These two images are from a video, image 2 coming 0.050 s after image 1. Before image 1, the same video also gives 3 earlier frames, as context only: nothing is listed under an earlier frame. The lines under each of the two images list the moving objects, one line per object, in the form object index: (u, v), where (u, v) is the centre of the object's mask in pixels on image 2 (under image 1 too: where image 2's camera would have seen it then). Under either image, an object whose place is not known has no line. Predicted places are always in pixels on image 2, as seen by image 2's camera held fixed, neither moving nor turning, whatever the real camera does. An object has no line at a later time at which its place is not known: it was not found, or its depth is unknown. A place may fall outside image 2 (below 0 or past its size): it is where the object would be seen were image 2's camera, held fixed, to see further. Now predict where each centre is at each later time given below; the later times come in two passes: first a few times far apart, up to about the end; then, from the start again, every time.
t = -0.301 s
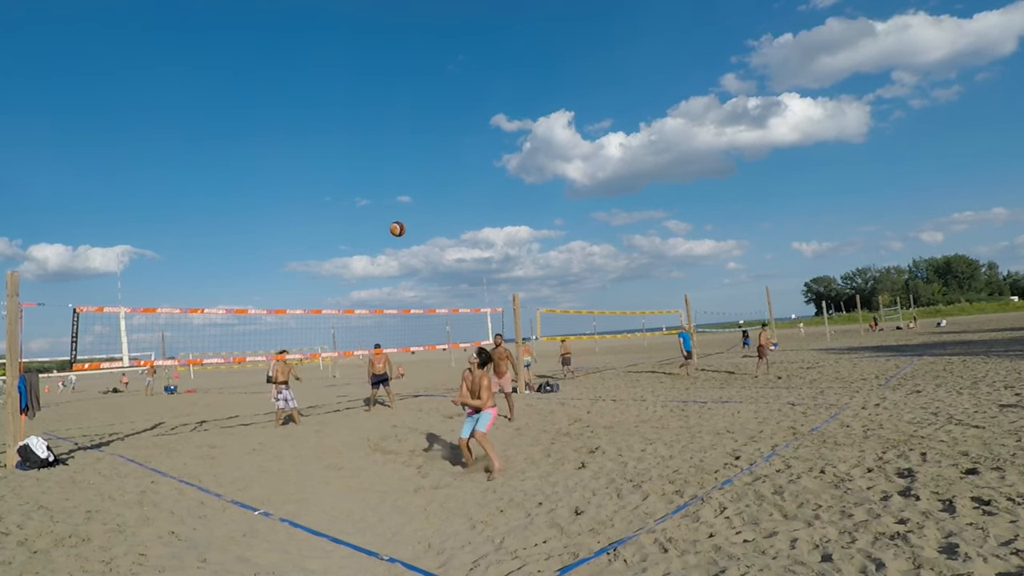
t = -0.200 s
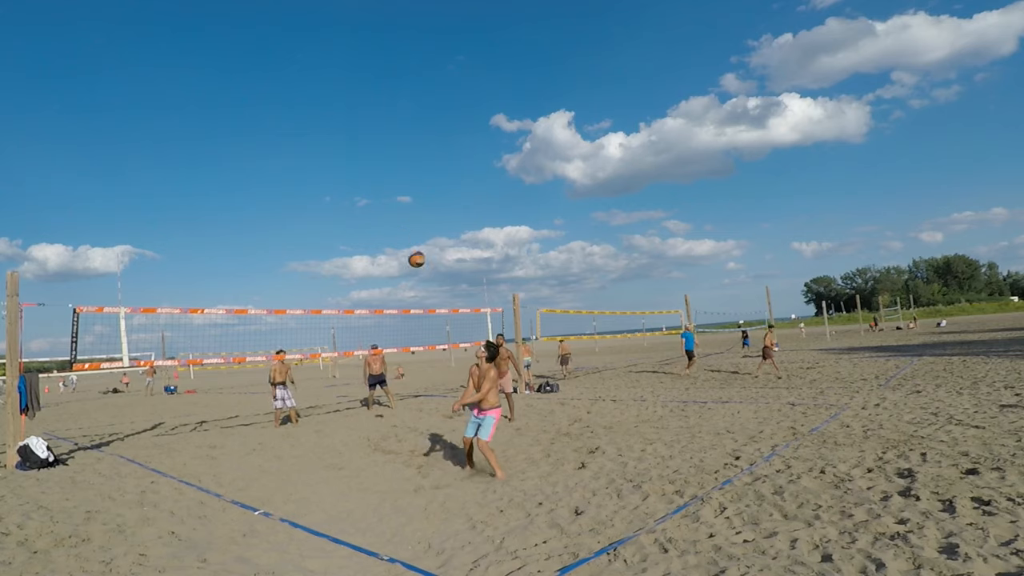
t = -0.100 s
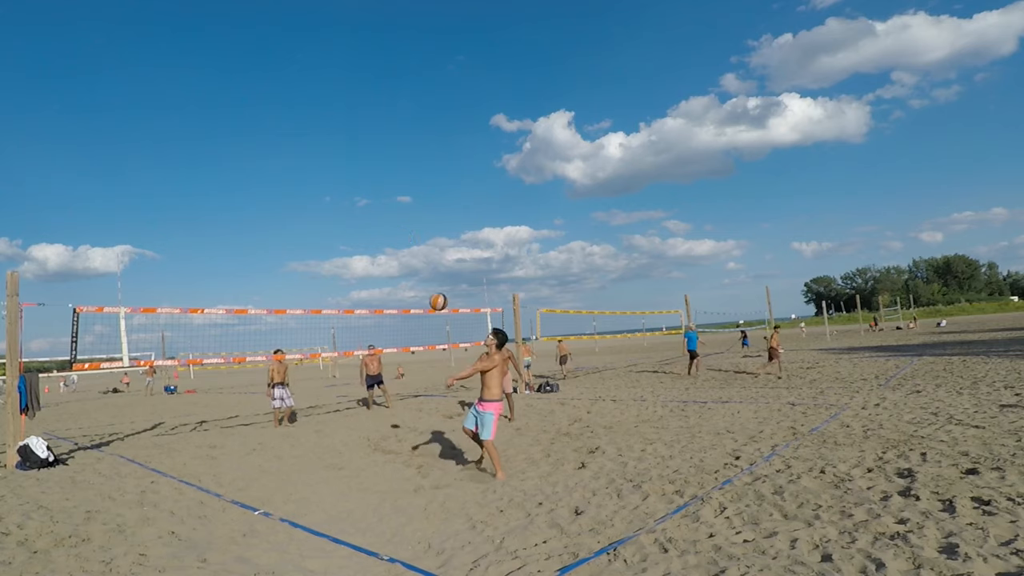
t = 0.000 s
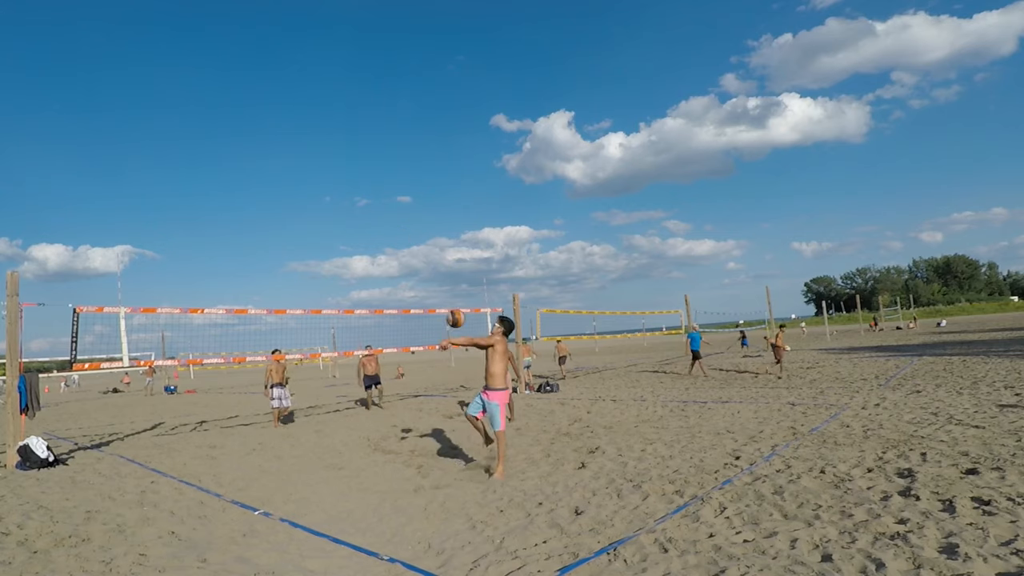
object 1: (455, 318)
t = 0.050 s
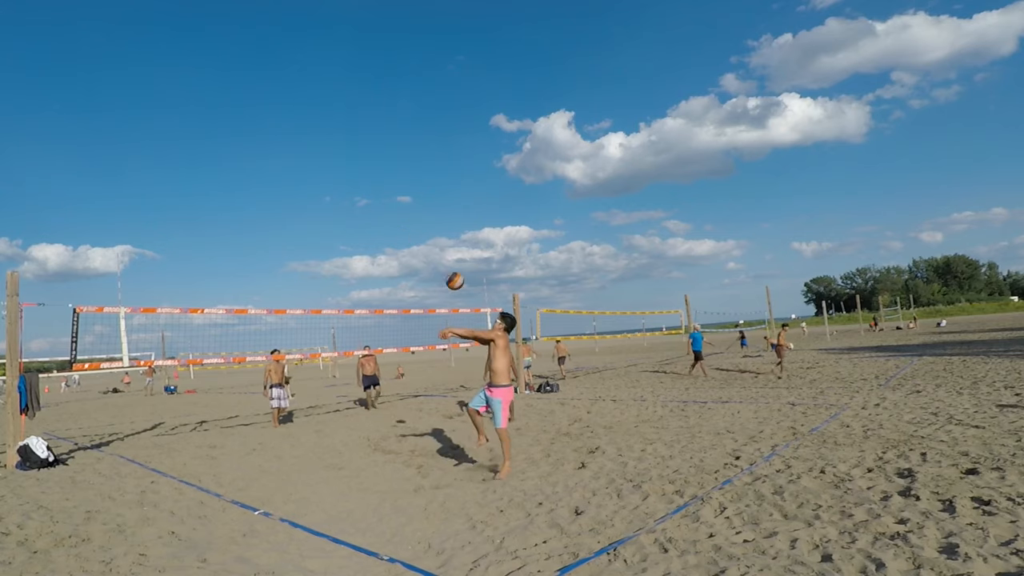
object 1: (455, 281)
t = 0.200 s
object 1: (451, 192)
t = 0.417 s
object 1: (449, 113)
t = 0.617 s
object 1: (450, 79)
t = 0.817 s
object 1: (452, 74)
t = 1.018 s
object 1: (455, 90)
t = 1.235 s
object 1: (460, 129)
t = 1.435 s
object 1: (466, 182)
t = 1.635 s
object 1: (472, 248)
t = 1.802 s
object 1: (478, 312)
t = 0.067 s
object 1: (454, 269)
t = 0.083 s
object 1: (454, 258)
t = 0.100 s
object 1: (453, 247)
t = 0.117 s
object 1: (453, 237)
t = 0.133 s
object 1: (452, 227)
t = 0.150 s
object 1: (452, 218)
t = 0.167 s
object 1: (452, 208)
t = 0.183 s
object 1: (451, 200)
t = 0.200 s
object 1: (451, 192)
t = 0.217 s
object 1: (451, 184)
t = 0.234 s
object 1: (451, 176)
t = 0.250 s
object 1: (451, 169)
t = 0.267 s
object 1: (451, 162)
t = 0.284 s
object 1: (450, 155)
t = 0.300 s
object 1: (450, 149)
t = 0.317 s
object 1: (450, 143)
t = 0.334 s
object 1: (450, 137)
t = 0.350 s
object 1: (450, 132)
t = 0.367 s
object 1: (450, 127)
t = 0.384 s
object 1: (450, 122)
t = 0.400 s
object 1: (450, 117)
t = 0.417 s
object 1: (449, 113)
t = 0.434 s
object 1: (450, 109)
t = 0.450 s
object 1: (449, 105)
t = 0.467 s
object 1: (449, 102)
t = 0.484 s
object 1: (449, 98)
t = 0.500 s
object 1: (449, 95)
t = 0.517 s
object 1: (449, 92)
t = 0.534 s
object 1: (449, 90)
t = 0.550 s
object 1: (449, 87)
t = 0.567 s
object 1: (449, 85)
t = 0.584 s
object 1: (449, 83)
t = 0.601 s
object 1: (450, 81)
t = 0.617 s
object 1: (450, 79)
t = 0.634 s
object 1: (450, 78)
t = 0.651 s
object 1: (450, 76)
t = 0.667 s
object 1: (450, 75)
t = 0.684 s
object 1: (450, 74)
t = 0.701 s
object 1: (450, 74)
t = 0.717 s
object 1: (450, 73)
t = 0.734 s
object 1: (450, 73)
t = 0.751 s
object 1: (451, 73)
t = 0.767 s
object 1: (451, 73)
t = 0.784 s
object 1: (451, 73)
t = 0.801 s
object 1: (451, 73)
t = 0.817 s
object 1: (452, 74)
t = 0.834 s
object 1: (452, 74)
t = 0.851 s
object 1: (452, 75)
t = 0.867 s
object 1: (452, 76)
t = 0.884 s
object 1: (453, 77)
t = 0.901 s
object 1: (453, 78)
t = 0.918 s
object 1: (453, 79)
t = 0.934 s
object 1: (453, 80)
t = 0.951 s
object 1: (454, 83)
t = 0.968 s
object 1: (454, 84)
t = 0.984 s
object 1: (454, 86)
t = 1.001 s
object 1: (455, 88)
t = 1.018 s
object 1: (455, 90)
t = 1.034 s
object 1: (456, 92)
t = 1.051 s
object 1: (456, 95)
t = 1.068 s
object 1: (456, 97)
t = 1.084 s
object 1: (457, 99)
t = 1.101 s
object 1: (457, 103)
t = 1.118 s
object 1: (457, 105)
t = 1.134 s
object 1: (458, 109)
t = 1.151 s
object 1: (458, 112)
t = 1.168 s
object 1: (459, 115)
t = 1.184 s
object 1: (459, 118)
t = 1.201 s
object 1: (459, 122)
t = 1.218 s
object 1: (460, 125)
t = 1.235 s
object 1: (460, 129)
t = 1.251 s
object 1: (460, 133)
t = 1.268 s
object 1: (461, 137)
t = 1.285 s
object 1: (461, 140)
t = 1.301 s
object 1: (462, 145)
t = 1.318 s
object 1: (462, 149)
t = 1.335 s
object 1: (463, 153)
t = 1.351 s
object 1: (463, 158)
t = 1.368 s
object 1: (464, 163)
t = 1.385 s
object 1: (464, 167)
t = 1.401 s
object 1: (465, 172)
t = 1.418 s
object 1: (465, 177)
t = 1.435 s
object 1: (466, 182)
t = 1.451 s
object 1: (466, 187)
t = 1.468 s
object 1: (466, 192)
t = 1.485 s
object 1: (467, 197)
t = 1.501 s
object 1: (467, 202)
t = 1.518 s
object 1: (468, 208)
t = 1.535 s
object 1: (469, 213)
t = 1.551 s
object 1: (469, 219)
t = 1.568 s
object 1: (469, 224)
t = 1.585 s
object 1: (470, 230)
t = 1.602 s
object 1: (471, 236)
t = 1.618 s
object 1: (471, 242)
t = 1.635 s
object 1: (472, 248)
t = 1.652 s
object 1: (473, 254)
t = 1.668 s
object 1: (473, 260)
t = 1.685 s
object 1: (473, 267)
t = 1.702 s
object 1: (474, 273)
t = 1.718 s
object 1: (474, 279)
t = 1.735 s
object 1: (475, 286)
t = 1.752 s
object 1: (476, 292)
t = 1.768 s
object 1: (476, 299)
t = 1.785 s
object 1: (477, 306)
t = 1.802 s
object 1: (478, 312)
